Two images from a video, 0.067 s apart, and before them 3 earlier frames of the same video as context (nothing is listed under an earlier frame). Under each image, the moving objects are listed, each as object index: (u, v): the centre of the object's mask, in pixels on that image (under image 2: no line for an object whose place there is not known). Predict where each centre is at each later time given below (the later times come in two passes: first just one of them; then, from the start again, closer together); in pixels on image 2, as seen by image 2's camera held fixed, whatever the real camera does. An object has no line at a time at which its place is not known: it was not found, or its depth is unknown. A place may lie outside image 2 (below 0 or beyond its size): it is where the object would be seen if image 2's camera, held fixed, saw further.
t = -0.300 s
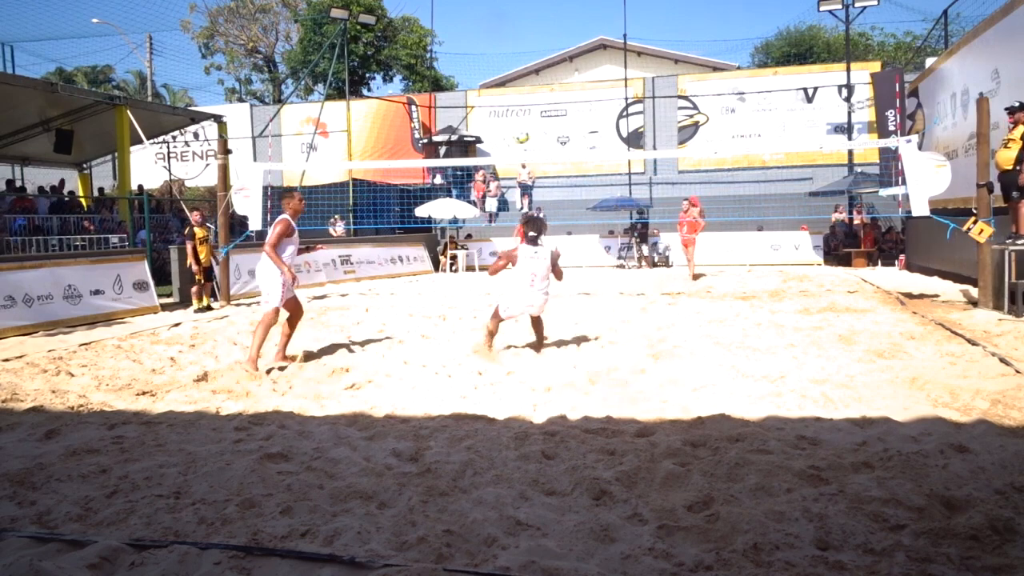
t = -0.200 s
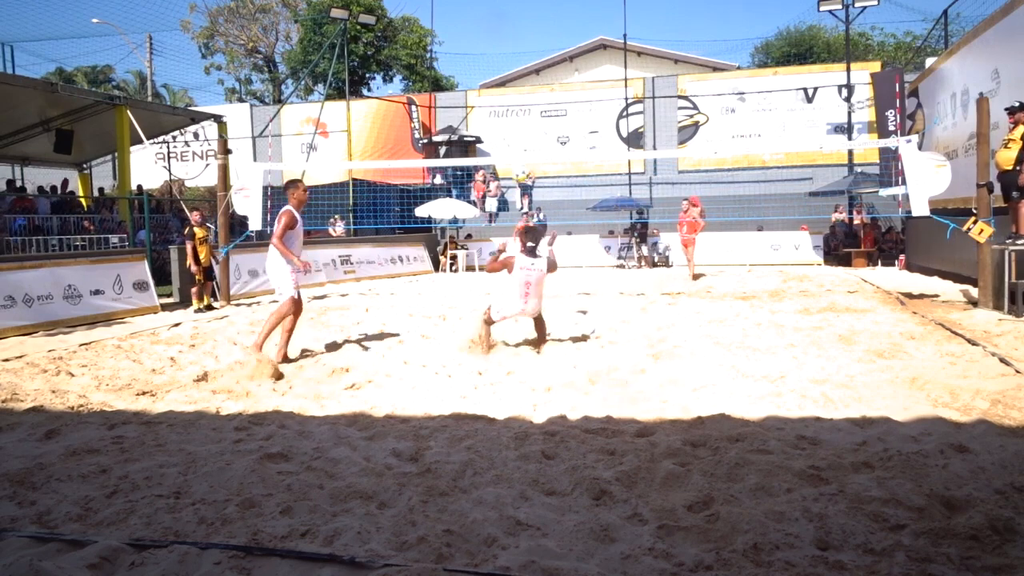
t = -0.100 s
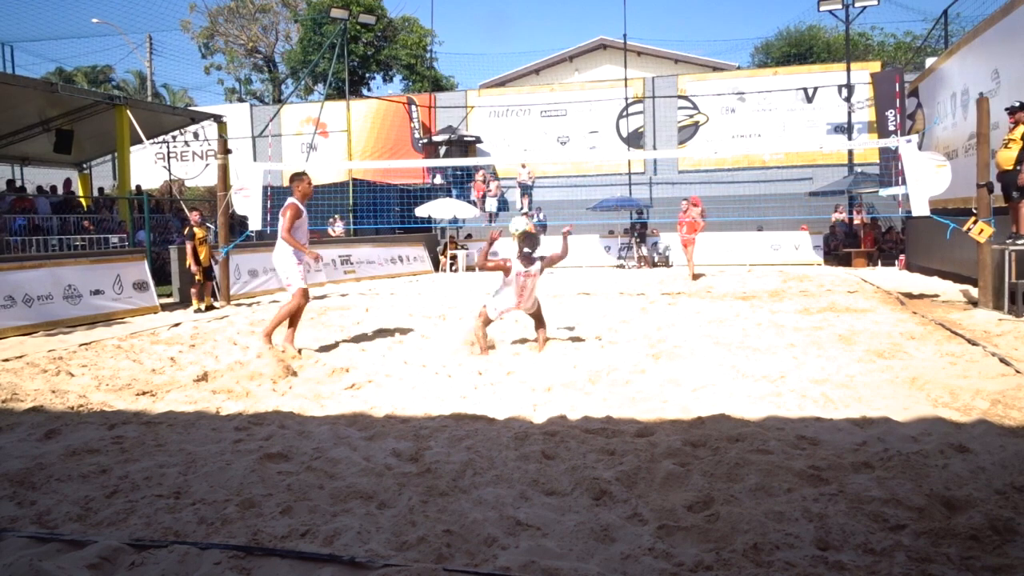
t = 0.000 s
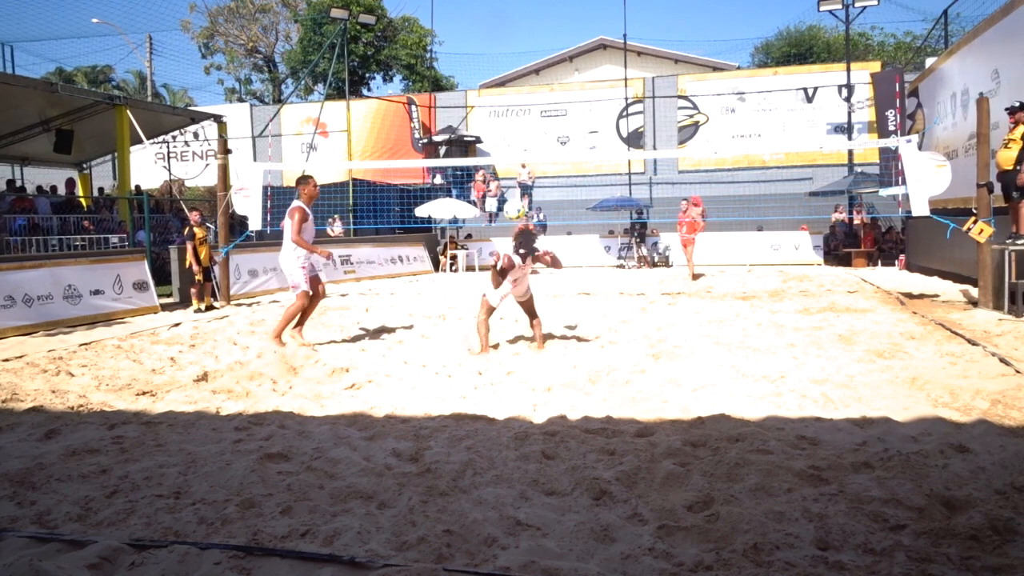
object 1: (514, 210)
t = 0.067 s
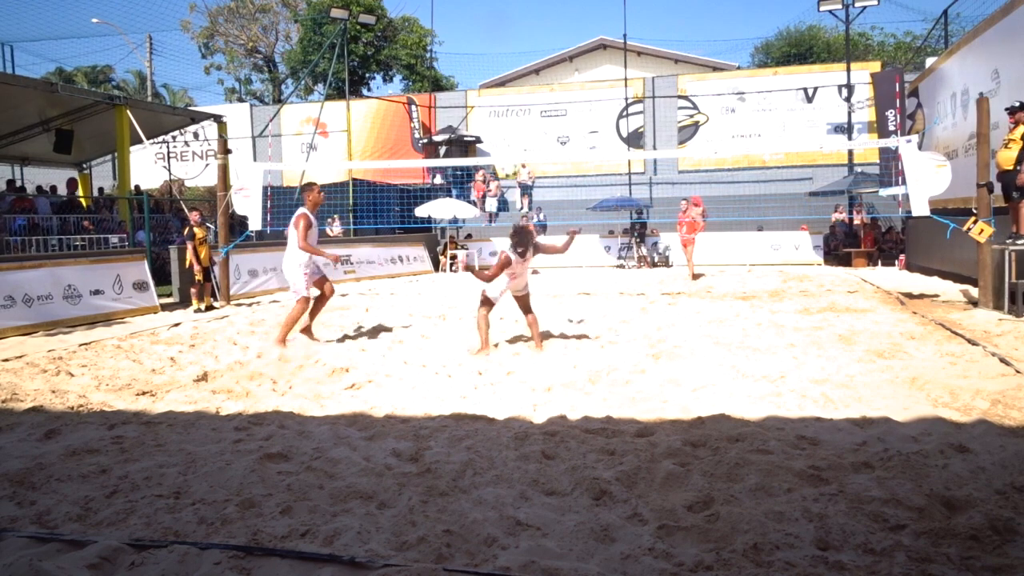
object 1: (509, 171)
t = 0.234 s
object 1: (497, 88)
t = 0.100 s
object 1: (507, 149)
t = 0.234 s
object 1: (497, 88)
